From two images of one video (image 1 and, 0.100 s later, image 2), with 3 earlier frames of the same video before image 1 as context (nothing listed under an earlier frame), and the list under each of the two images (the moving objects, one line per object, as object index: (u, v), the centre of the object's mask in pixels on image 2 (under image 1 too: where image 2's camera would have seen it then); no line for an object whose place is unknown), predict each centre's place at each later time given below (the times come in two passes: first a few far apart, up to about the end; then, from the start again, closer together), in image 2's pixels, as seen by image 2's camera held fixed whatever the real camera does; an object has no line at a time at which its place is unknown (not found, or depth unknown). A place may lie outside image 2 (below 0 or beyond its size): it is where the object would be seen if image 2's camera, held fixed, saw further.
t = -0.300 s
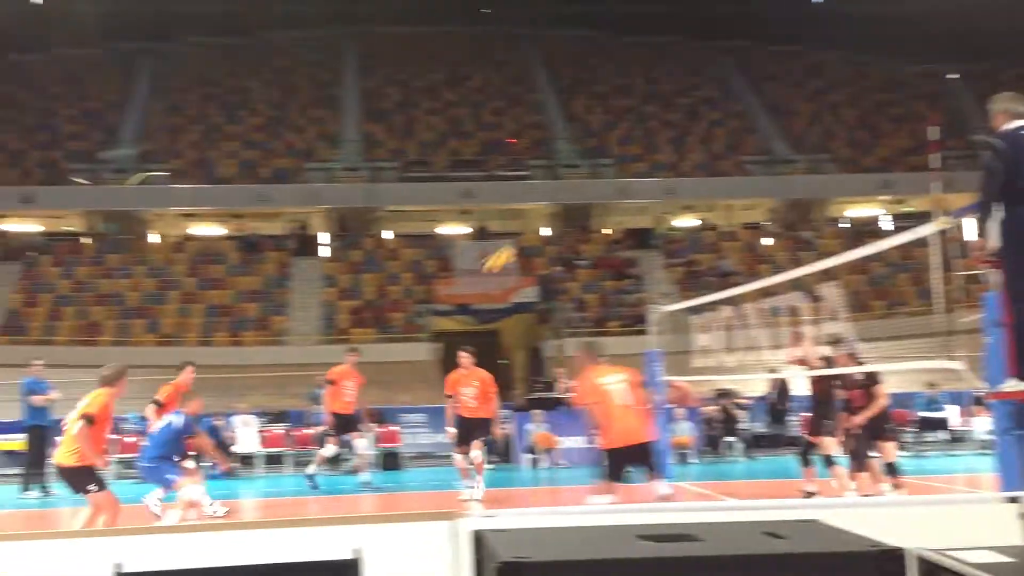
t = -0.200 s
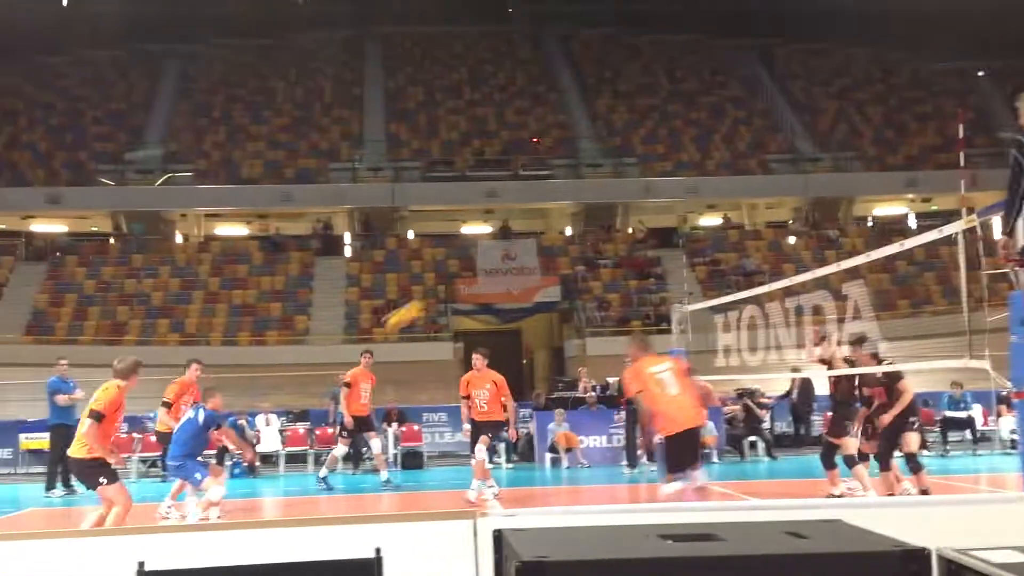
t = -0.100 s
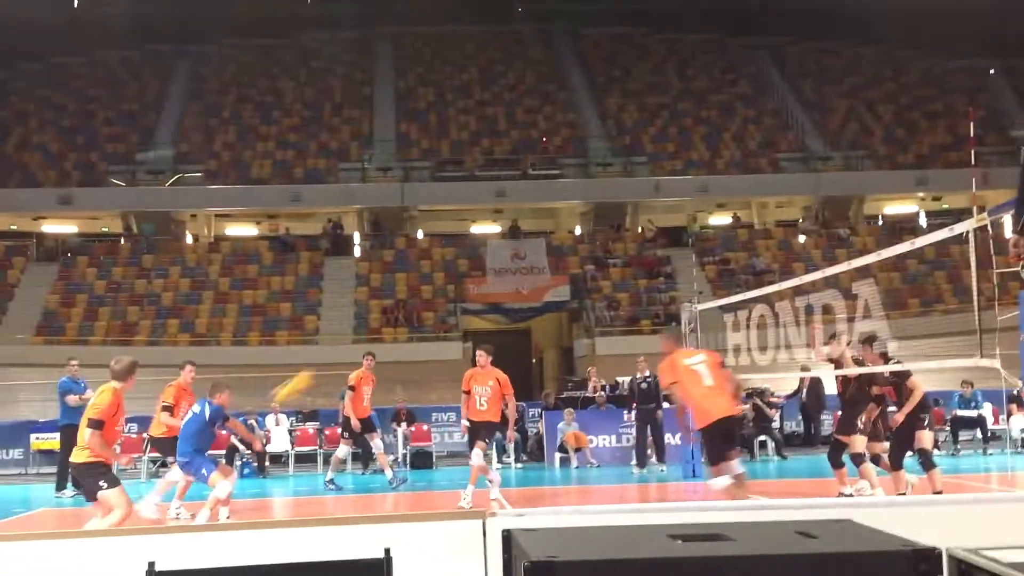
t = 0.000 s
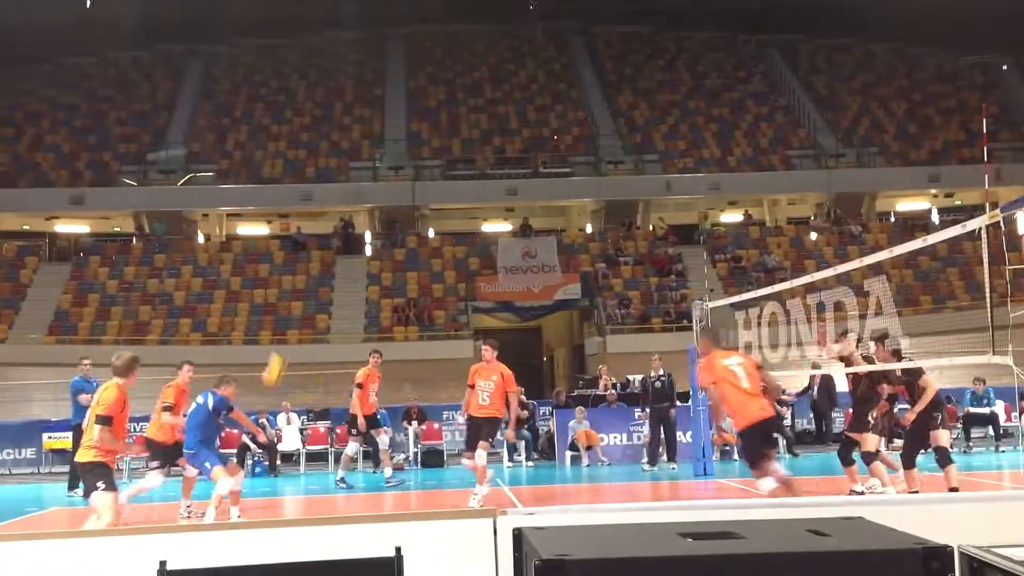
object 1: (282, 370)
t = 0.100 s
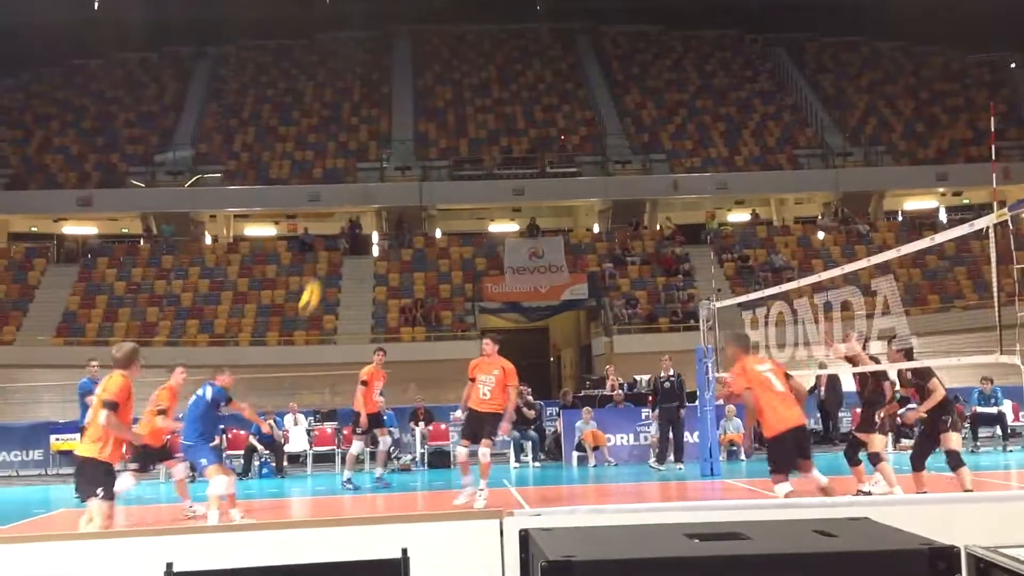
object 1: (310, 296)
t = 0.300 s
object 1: (366, 175)
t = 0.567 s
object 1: (436, 70)
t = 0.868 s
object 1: (515, 24)
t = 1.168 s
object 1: (597, 62)
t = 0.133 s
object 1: (321, 273)
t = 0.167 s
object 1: (330, 254)
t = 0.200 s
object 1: (339, 233)
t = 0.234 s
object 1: (349, 212)
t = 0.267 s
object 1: (358, 194)
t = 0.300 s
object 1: (366, 175)
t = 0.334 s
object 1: (375, 159)
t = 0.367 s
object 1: (383, 145)
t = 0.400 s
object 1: (392, 129)
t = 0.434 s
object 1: (401, 115)
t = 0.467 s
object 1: (410, 103)
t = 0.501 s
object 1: (419, 90)
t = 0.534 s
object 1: (428, 79)
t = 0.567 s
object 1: (436, 70)
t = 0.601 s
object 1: (445, 61)
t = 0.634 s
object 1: (454, 52)
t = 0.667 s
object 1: (462, 45)
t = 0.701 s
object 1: (471, 39)
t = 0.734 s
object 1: (480, 35)
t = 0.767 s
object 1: (488, 30)
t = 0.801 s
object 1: (497, 27)
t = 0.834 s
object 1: (506, 25)
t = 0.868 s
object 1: (515, 24)
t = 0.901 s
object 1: (524, 23)
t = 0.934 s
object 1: (533, 25)
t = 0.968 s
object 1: (541, 28)
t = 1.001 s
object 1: (550, 31)
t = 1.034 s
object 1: (561, 35)
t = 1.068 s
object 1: (570, 40)
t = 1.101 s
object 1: (578, 47)
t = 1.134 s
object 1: (588, 54)
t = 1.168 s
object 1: (597, 62)
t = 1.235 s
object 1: (618, 83)
